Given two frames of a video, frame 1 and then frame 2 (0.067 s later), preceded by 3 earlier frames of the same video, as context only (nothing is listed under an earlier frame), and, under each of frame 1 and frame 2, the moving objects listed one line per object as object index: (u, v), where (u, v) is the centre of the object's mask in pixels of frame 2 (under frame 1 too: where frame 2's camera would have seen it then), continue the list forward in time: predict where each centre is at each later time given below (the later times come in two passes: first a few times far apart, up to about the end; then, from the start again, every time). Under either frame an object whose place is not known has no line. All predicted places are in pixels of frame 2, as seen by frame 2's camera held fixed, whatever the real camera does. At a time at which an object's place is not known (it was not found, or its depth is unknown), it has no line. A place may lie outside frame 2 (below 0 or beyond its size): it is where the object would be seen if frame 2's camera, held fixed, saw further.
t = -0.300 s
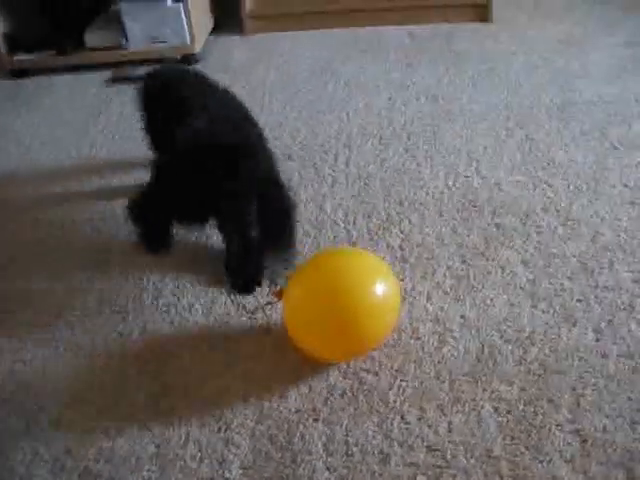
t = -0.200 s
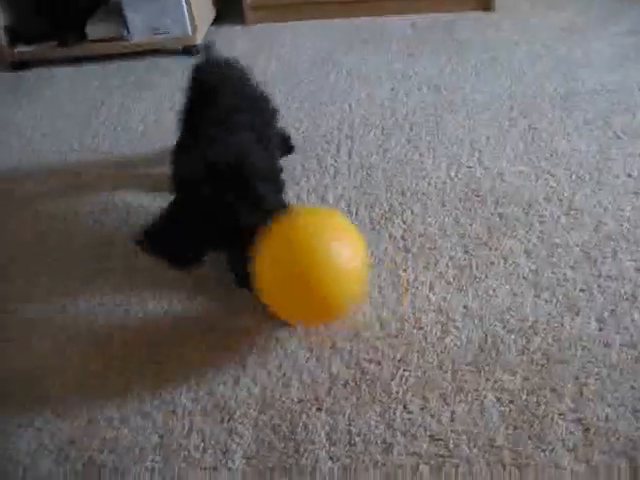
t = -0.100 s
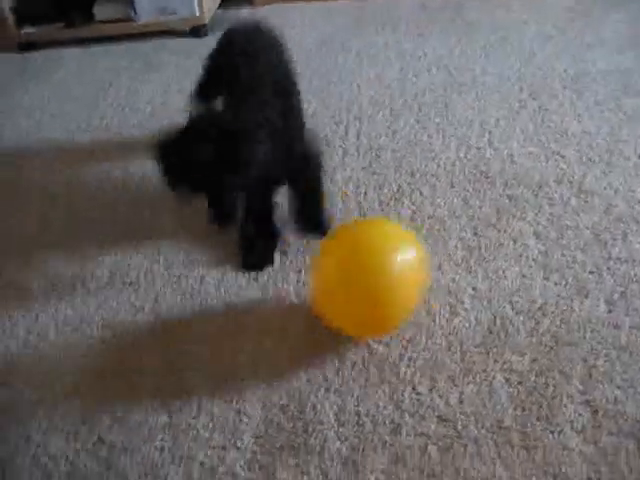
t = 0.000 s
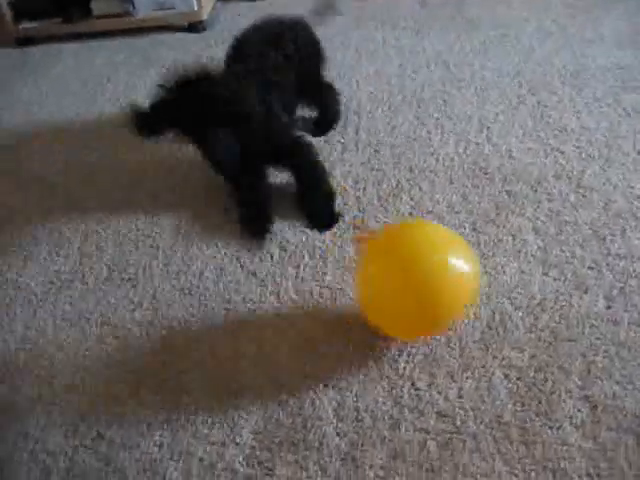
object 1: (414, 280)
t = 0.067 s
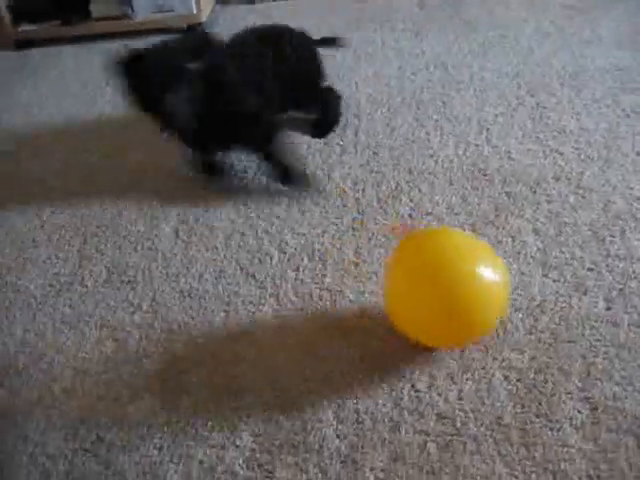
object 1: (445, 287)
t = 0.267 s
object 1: (505, 285)
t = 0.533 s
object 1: (525, 285)
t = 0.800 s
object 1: (508, 280)
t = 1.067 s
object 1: (459, 269)
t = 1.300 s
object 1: (424, 247)
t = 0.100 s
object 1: (459, 288)
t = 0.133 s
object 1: (470, 286)
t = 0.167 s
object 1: (482, 288)
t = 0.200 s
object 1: (491, 287)
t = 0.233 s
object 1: (499, 287)
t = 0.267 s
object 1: (505, 285)
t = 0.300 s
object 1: (511, 284)
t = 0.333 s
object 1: (515, 285)
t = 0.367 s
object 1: (518, 286)
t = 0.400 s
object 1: (521, 285)
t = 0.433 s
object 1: (523, 286)
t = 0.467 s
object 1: (524, 286)
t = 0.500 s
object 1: (525, 286)
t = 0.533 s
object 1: (525, 285)
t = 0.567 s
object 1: (525, 285)
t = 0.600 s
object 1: (524, 283)
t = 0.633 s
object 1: (522, 285)
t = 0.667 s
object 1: (520, 283)
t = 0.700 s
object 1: (518, 283)
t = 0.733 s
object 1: (516, 283)
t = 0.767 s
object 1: (513, 282)
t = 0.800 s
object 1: (508, 280)
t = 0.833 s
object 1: (504, 279)
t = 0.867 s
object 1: (499, 278)
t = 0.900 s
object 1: (494, 277)
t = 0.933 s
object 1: (487, 276)
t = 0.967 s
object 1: (481, 275)
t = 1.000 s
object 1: (473, 274)
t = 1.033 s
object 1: (465, 272)
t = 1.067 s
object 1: (459, 269)
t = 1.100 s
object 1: (451, 267)
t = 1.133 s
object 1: (444, 264)
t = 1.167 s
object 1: (438, 260)
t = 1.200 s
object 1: (433, 257)
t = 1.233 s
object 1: (430, 254)
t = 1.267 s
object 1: (426, 250)
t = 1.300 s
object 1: (424, 247)
